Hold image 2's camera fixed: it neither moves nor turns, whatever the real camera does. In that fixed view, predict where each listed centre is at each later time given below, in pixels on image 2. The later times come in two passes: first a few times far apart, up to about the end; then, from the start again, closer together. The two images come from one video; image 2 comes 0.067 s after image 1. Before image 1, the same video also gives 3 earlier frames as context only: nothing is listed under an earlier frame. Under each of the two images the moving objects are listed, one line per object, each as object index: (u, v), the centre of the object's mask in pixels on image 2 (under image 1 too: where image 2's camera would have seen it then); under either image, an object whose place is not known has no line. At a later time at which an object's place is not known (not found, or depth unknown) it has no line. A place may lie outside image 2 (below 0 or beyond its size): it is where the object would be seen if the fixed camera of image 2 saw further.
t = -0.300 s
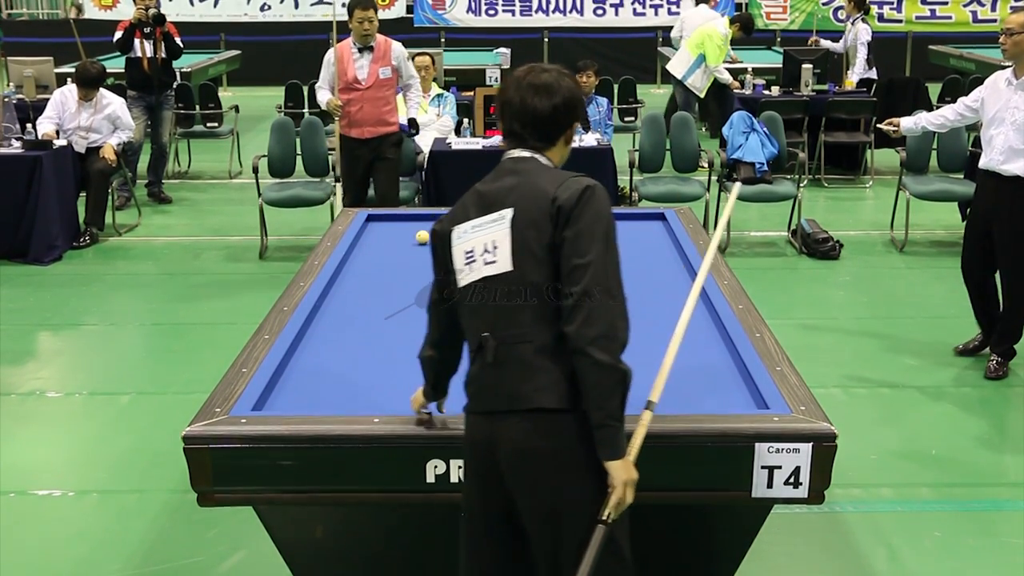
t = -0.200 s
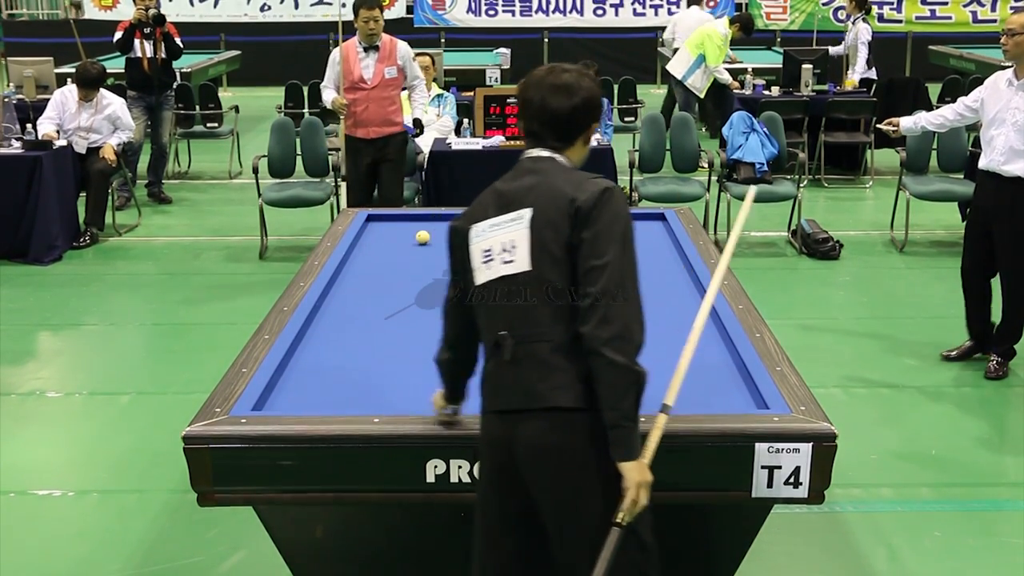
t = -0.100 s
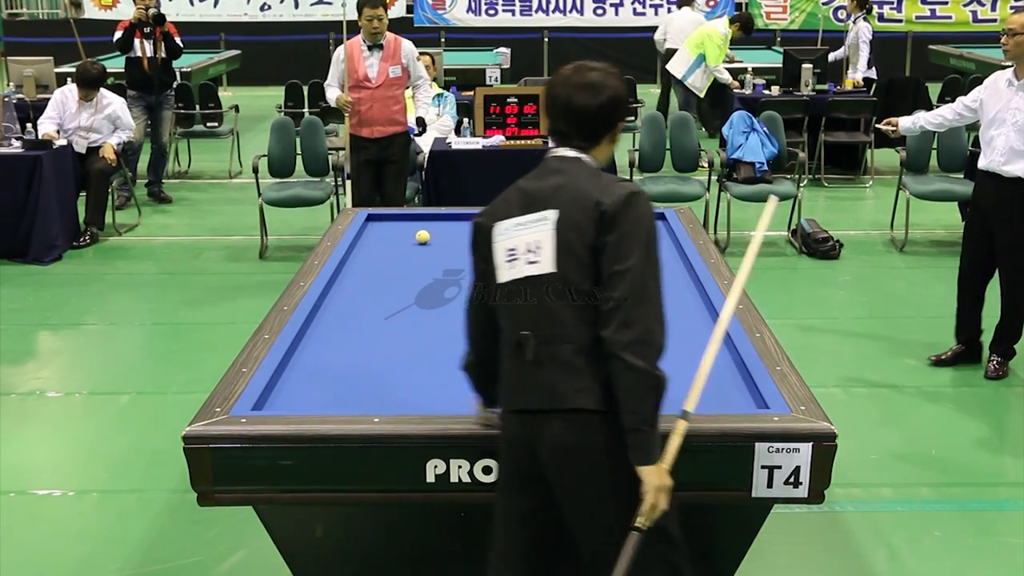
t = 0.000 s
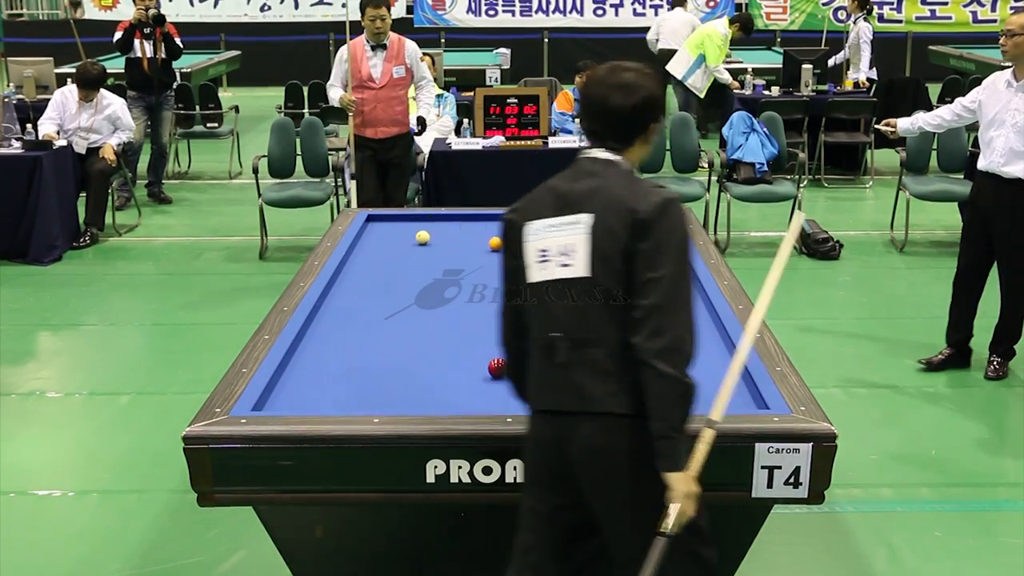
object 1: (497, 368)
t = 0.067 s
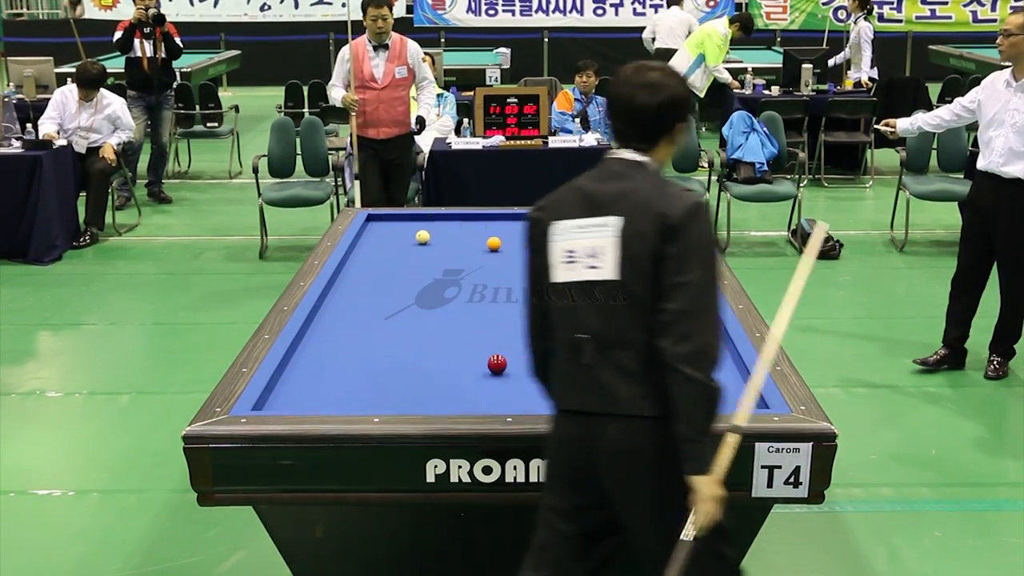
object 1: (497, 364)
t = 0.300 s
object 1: (495, 353)
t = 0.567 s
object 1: (494, 341)
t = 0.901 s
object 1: (491, 327)
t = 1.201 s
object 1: (490, 316)
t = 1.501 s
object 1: (488, 306)
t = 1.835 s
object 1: (487, 296)
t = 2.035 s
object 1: (486, 290)
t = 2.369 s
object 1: (485, 282)
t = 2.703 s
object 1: (484, 274)
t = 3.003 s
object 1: (483, 267)
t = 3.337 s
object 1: (482, 261)
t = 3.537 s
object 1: (482, 257)
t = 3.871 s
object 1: (481, 251)
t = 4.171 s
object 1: (481, 246)
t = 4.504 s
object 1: (482, 242)
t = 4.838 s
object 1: (483, 237)
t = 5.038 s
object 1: (484, 235)
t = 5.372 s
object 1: (485, 231)
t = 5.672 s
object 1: (486, 228)
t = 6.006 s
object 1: (487, 225)
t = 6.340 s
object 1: (489, 222)
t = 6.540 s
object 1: (489, 220)
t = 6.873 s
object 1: (491, 218)
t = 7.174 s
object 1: (492, 216)
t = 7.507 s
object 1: (493, 216)
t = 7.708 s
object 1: (493, 217)
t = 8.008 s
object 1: (493, 217)
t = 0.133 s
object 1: (497, 361)
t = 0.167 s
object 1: (496, 359)
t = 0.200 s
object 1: (496, 358)
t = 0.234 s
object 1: (496, 356)
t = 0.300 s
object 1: (495, 353)
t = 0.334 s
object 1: (495, 351)
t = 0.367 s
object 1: (495, 350)
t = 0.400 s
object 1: (495, 348)
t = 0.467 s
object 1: (494, 345)
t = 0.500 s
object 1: (494, 344)
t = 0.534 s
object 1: (494, 342)
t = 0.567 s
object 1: (494, 341)
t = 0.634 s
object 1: (493, 338)
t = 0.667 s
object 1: (493, 337)
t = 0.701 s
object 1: (493, 335)
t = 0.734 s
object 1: (493, 334)
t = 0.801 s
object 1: (492, 331)
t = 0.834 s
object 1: (492, 330)
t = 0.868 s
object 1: (492, 329)
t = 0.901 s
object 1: (491, 327)
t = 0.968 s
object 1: (491, 325)
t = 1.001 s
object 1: (491, 323)
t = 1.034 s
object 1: (491, 322)
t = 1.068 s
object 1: (490, 321)
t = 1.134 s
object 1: (490, 319)
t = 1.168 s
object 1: (490, 317)
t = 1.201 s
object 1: (490, 316)
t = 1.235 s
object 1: (489, 315)
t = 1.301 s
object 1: (489, 313)
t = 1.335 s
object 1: (489, 312)
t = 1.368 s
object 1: (489, 311)
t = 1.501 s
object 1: (488, 306)
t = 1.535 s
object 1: (488, 305)
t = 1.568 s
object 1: (488, 304)
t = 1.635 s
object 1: (488, 302)
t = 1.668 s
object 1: (487, 301)
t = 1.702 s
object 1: (487, 300)
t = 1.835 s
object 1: (487, 296)
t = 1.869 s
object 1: (486, 295)
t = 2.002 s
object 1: (486, 291)
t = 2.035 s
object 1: (486, 290)
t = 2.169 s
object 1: (485, 287)
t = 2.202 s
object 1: (485, 286)
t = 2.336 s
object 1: (485, 283)
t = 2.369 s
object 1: (485, 282)
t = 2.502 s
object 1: (484, 278)
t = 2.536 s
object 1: (484, 277)
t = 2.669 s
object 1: (484, 275)
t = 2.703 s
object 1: (484, 274)
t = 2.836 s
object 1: (483, 271)
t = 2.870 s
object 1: (483, 270)
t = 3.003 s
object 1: (483, 267)
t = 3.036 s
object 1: (483, 267)
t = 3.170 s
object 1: (483, 264)
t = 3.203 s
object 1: (483, 263)
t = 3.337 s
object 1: (482, 261)
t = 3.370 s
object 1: (482, 260)
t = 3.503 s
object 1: (482, 257)
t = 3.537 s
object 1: (482, 257)
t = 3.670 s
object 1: (482, 255)
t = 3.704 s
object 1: (482, 254)
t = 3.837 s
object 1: (481, 252)
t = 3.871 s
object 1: (481, 251)
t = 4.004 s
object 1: (481, 249)
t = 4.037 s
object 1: (481, 249)
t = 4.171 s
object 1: (481, 246)
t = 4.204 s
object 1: (481, 246)
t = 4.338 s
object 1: (482, 244)
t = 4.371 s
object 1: (482, 244)
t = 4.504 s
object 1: (482, 242)
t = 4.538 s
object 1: (482, 241)
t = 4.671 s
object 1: (482, 240)
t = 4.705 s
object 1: (482, 239)
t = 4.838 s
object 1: (483, 237)
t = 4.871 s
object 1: (483, 237)
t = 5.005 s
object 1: (483, 235)
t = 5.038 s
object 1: (484, 235)
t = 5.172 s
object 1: (484, 233)
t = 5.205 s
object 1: (484, 233)
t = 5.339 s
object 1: (485, 231)
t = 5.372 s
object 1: (485, 231)
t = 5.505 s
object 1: (485, 230)
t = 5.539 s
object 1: (486, 229)
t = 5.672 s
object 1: (486, 228)
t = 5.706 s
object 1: (486, 228)
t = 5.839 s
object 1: (487, 226)
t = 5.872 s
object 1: (487, 226)
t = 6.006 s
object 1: (487, 225)
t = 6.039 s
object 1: (487, 224)
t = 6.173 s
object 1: (488, 223)
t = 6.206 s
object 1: (488, 223)
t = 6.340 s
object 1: (489, 222)
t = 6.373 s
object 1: (489, 221)
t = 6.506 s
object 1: (489, 220)
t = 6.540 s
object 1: (489, 220)
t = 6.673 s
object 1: (490, 219)
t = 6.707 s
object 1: (490, 218)
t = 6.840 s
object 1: (491, 218)
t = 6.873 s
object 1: (491, 218)
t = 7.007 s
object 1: (492, 217)
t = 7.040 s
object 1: (492, 217)
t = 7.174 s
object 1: (492, 216)
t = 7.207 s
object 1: (492, 216)
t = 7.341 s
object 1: (492, 216)
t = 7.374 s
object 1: (492, 216)
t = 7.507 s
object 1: (493, 216)
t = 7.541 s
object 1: (492, 216)
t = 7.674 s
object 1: (493, 217)
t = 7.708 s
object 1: (493, 217)
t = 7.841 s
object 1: (493, 217)
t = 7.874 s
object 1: (493, 217)
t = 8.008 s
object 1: (493, 217)
